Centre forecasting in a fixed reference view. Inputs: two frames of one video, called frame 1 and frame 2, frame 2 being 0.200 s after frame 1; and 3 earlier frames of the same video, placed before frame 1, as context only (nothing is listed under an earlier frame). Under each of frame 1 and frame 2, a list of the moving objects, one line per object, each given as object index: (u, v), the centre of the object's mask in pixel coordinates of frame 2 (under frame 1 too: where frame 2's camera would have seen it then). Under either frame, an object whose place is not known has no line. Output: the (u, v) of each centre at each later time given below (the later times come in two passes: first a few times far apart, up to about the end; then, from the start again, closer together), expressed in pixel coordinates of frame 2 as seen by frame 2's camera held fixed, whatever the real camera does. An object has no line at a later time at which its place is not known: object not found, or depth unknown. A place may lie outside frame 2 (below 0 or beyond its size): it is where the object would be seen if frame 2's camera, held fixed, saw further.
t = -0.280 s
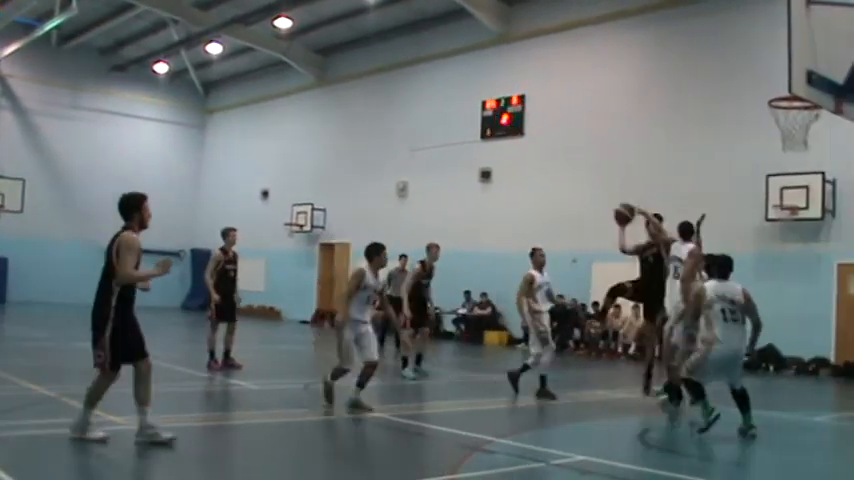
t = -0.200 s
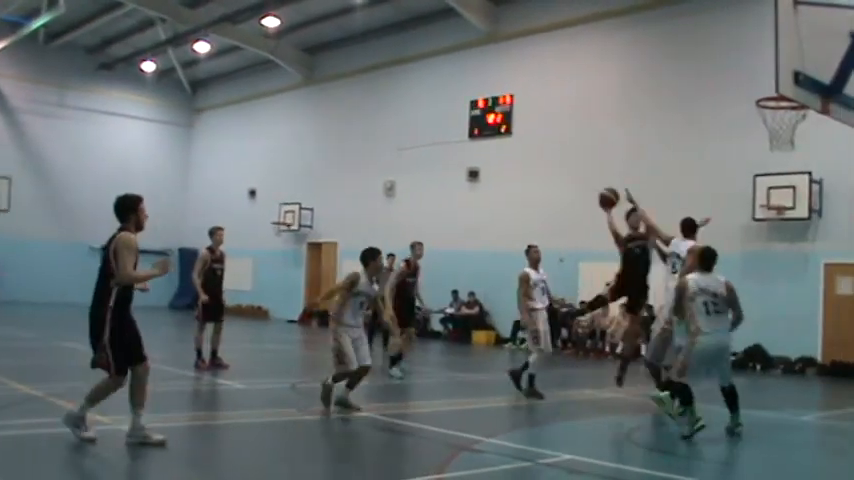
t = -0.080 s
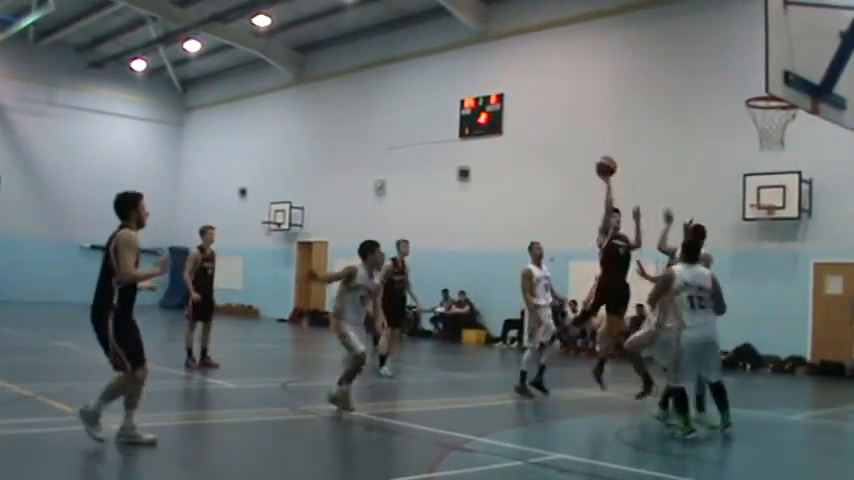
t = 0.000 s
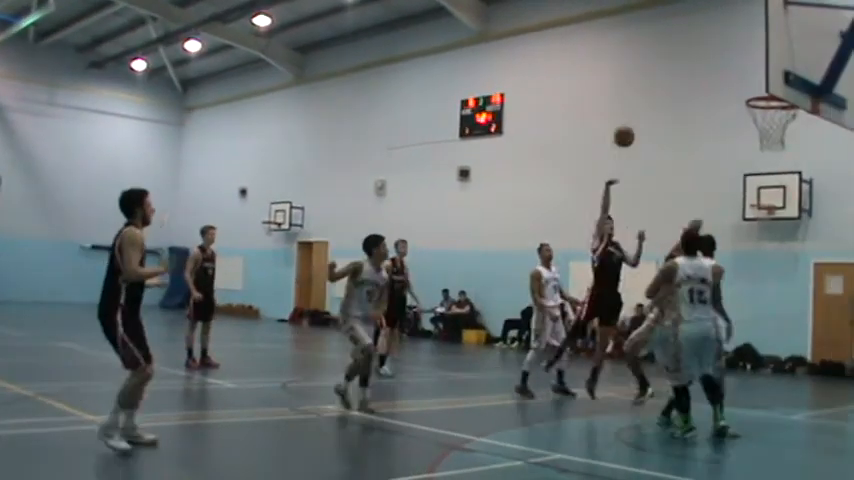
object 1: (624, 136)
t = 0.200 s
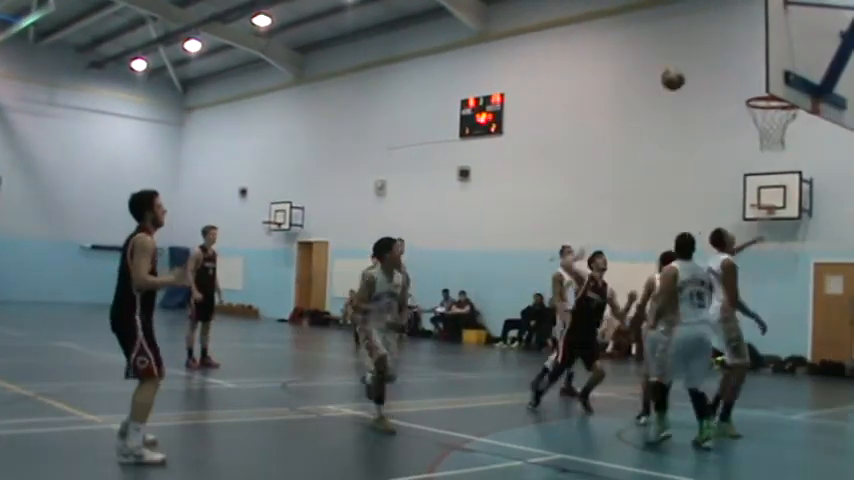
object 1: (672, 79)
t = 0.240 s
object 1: (683, 72)
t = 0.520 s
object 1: (759, 60)
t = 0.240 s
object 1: (683, 72)
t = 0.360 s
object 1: (715, 57)
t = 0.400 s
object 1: (727, 56)
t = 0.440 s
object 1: (738, 56)
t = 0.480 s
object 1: (750, 57)
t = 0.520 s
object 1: (759, 60)
